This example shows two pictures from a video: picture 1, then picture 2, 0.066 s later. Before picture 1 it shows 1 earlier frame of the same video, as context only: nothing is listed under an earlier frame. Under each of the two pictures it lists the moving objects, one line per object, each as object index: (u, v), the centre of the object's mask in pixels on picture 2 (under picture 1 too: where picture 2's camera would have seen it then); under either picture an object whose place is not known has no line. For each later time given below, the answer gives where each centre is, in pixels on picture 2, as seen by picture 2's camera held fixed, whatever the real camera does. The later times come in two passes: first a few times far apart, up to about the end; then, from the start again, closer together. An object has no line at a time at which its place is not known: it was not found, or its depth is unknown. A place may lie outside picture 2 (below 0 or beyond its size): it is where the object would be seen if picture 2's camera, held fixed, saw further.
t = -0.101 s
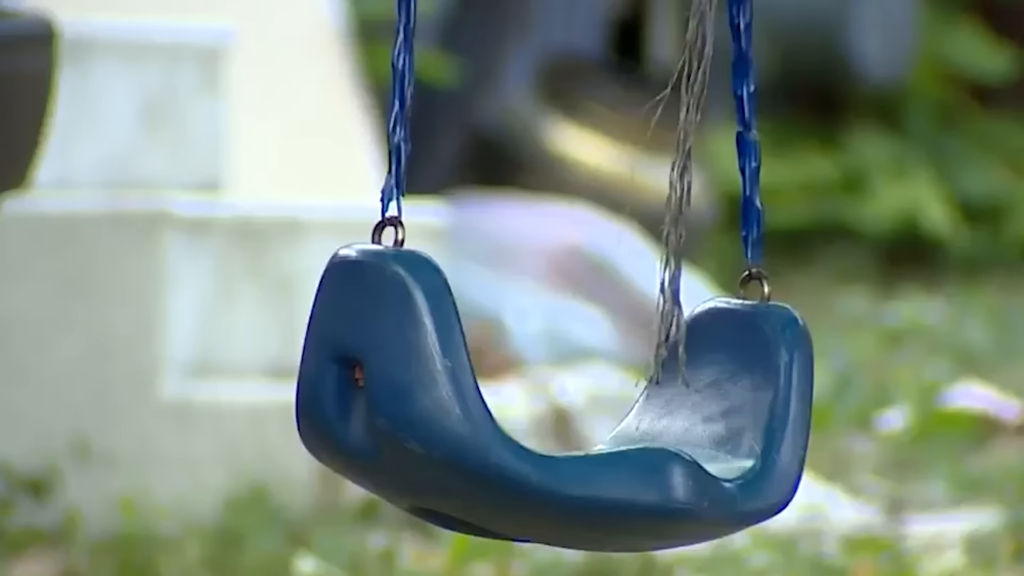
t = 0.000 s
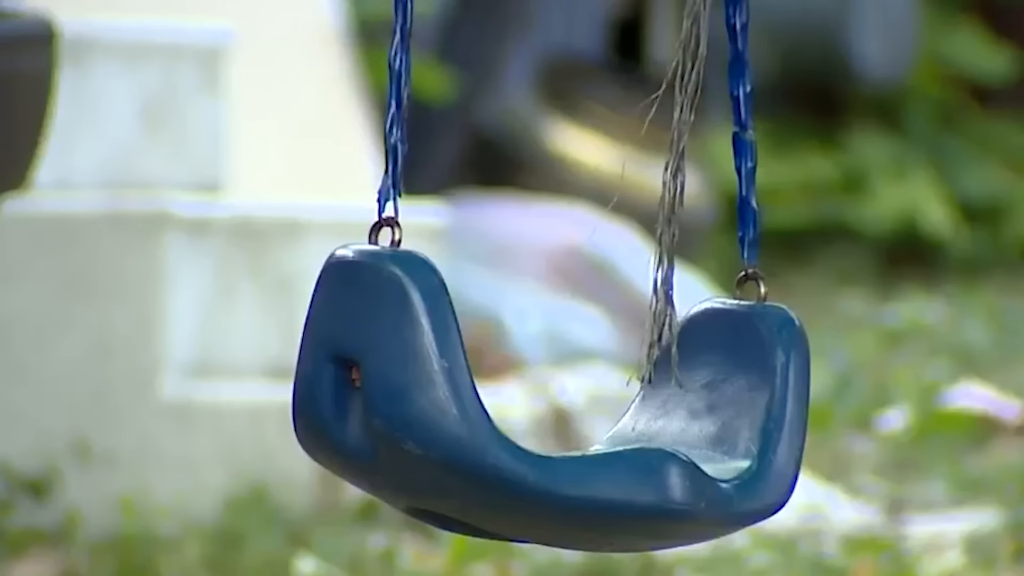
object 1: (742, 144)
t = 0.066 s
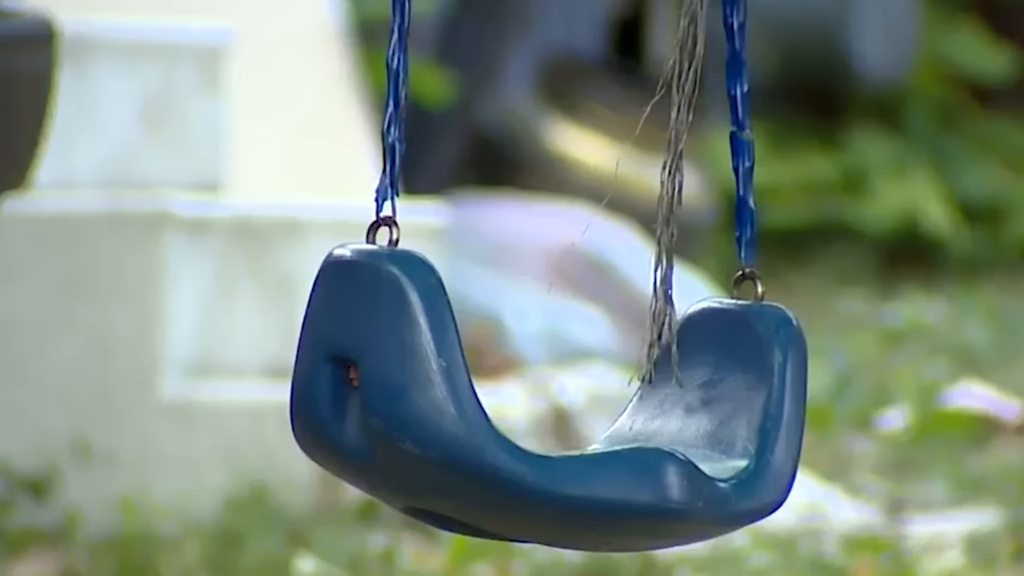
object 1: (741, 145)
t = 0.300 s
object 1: (737, 145)
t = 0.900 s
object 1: (730, 147)
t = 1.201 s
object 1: (731, 147)
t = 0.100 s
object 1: (741, 145)
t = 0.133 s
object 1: (740, 145)
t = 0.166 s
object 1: (739, 146)
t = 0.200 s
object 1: (739, 146)
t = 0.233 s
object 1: (738, 146)
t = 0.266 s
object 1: (737, 145)
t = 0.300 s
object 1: (737, 145)
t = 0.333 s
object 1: (736, 146)
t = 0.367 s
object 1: (736, 146)
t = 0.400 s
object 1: (735, 147)
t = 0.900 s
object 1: (730, 147)
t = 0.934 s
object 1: (730, 146)
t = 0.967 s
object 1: (730, 146)
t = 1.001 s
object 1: (730, 146)
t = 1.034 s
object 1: (730, 147)
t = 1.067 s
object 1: (730, 147)
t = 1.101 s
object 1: (730, 148)
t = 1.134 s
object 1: (730, 148)
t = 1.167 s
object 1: (731, 147)
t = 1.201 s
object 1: (731, 147)
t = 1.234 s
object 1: (731, 147)
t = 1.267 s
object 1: (731, 147)
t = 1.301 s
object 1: (732, 147)
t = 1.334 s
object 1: (732, 147)
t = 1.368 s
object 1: (732, 147)
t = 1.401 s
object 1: (732, 146)
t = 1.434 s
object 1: (733, 145)
